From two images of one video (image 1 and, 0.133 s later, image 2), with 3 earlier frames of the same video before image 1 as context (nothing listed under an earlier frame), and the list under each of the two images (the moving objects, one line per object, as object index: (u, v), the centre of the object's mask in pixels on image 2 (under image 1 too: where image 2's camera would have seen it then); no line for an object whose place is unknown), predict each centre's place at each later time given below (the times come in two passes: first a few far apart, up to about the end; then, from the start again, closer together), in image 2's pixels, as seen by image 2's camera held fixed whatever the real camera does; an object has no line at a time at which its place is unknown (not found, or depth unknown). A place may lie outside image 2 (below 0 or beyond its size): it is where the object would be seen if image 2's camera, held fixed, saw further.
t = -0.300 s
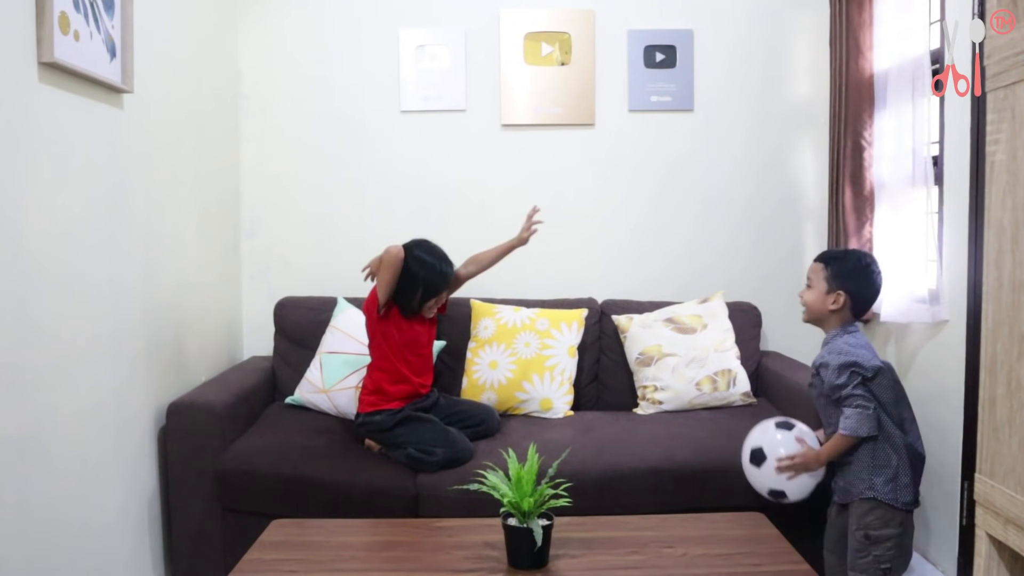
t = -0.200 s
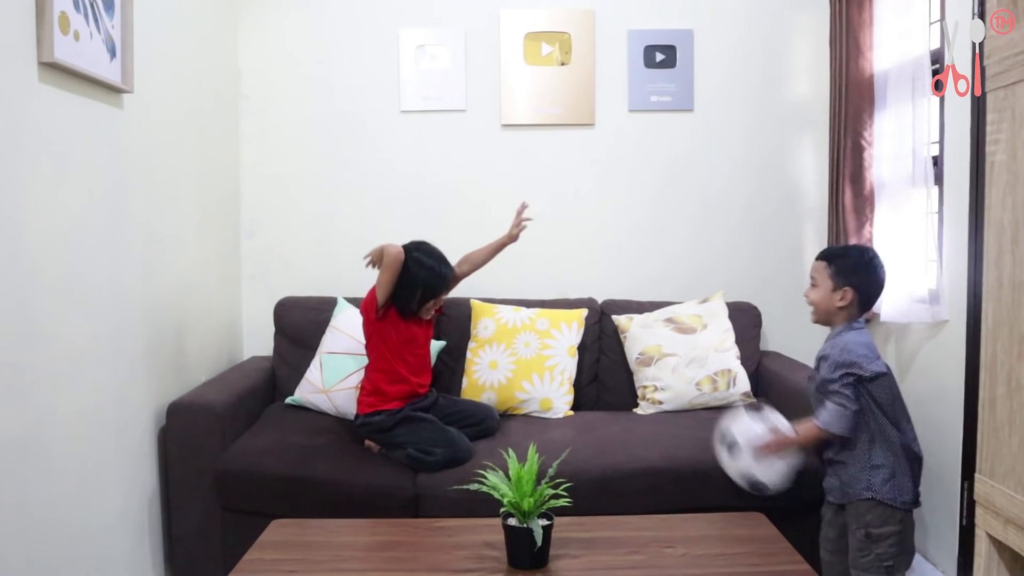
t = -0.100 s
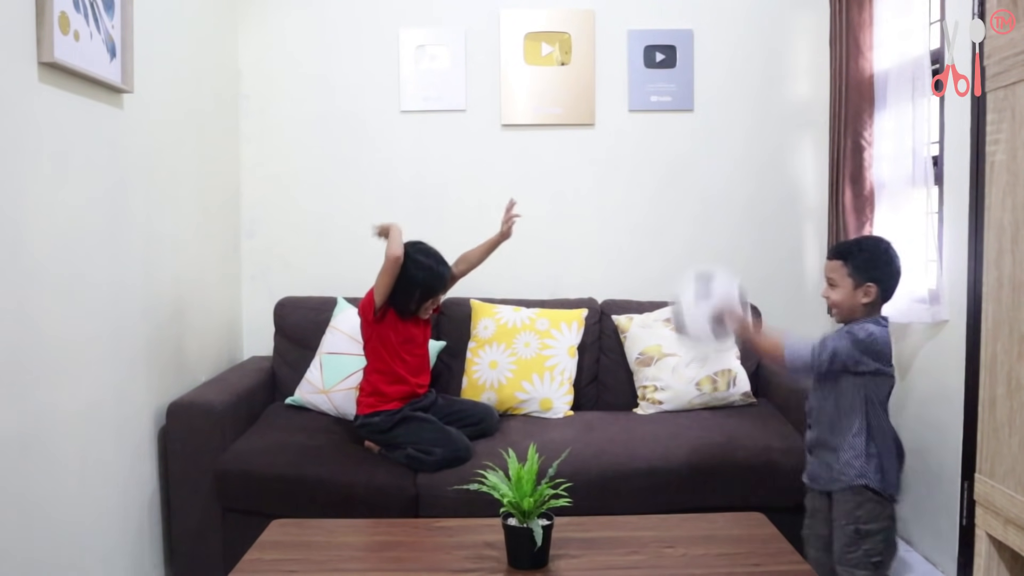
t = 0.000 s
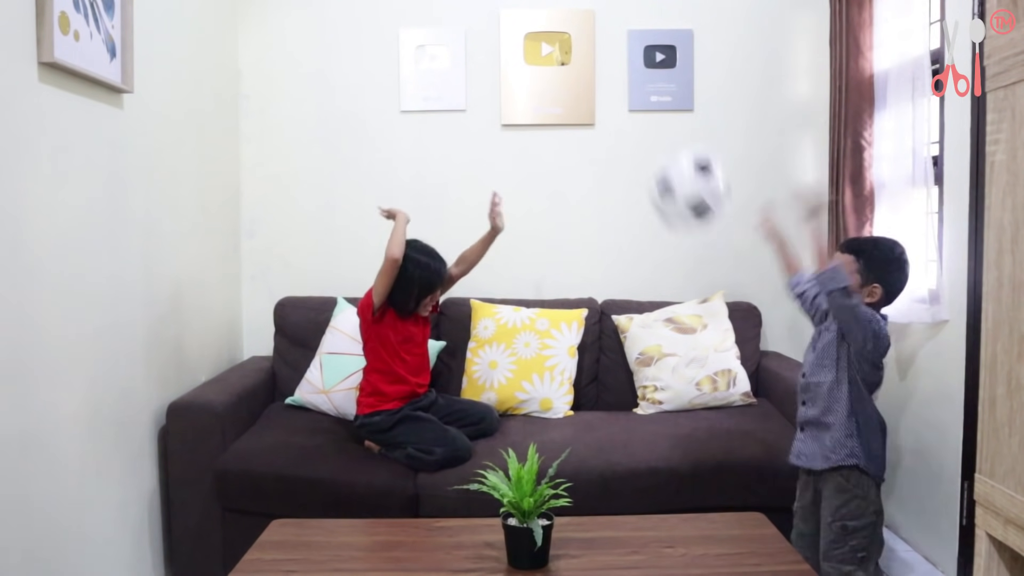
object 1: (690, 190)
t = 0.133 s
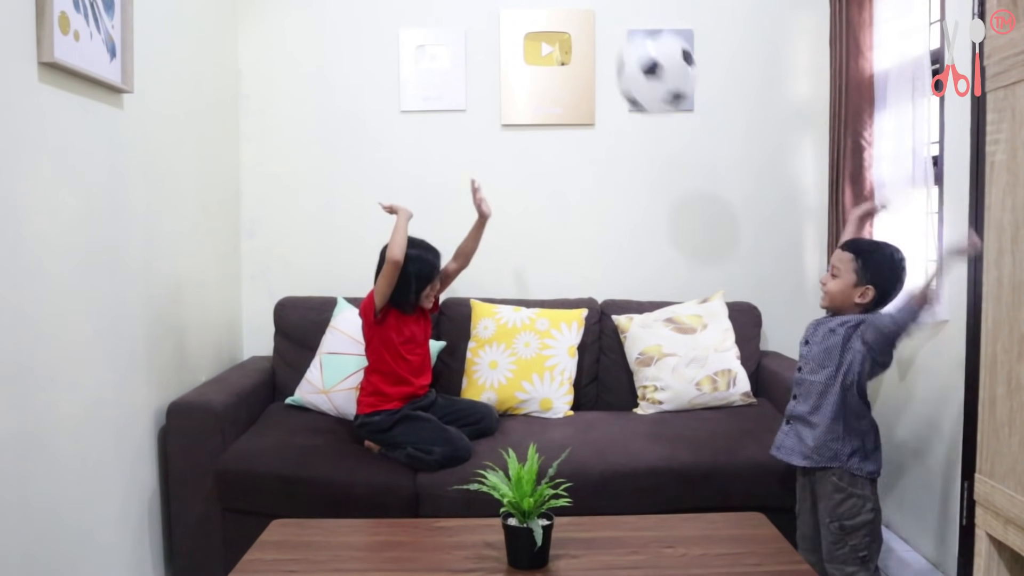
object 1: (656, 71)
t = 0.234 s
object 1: (635, 30)
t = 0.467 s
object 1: (588, 47)
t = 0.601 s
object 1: (560, 138)
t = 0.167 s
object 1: (650, 55)
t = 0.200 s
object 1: (642, 38)
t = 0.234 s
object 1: (635, 30)
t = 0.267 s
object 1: (628, 25)
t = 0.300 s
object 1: (622, 22)
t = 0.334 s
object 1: (616, 22)
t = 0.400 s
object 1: (603, 27)
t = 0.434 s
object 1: (596, 35)
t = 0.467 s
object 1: (588, 47)
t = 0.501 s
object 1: (582, 63)
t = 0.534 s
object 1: (574, 84)
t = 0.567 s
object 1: (567, 109)
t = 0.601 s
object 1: (560, 138)
